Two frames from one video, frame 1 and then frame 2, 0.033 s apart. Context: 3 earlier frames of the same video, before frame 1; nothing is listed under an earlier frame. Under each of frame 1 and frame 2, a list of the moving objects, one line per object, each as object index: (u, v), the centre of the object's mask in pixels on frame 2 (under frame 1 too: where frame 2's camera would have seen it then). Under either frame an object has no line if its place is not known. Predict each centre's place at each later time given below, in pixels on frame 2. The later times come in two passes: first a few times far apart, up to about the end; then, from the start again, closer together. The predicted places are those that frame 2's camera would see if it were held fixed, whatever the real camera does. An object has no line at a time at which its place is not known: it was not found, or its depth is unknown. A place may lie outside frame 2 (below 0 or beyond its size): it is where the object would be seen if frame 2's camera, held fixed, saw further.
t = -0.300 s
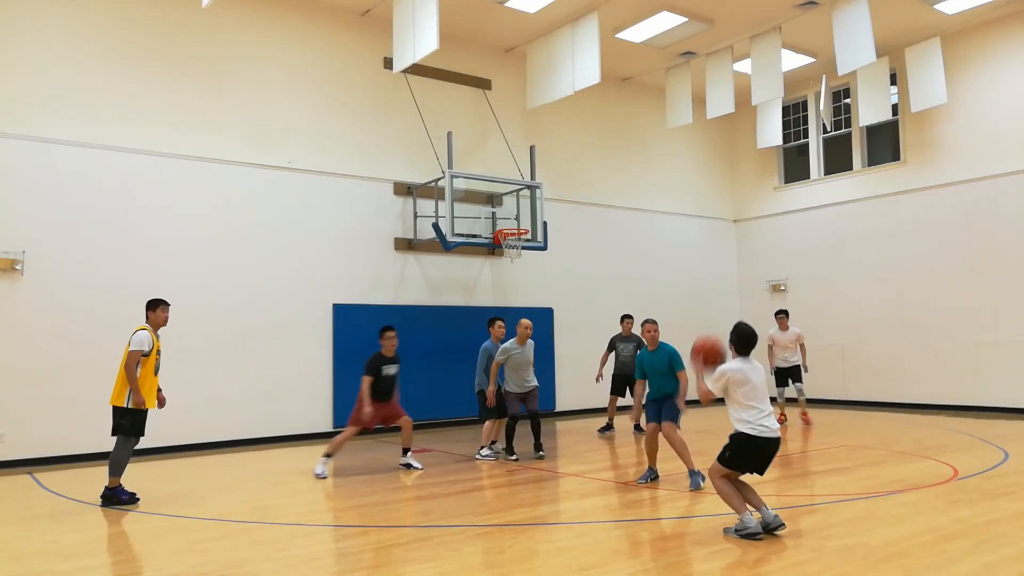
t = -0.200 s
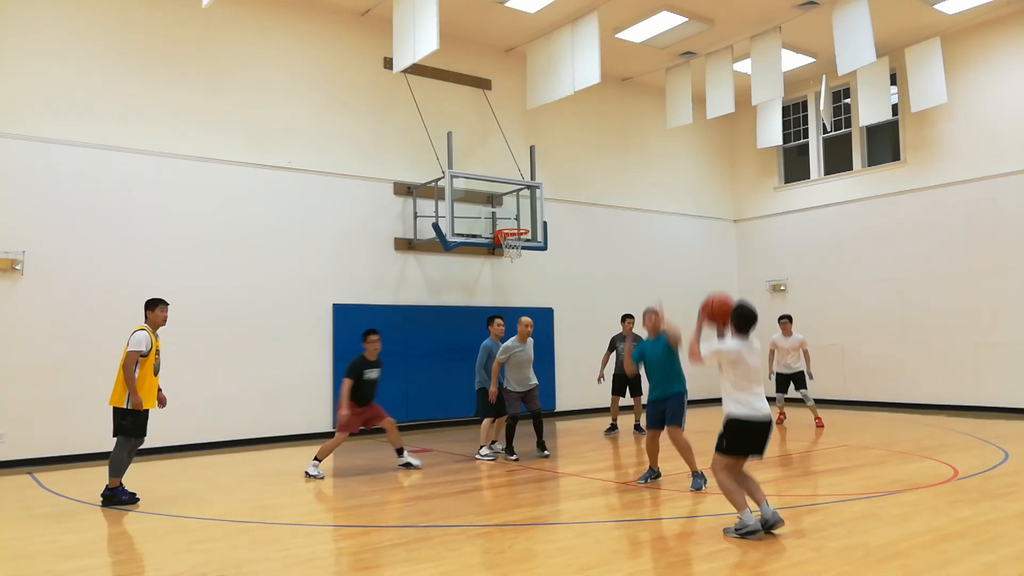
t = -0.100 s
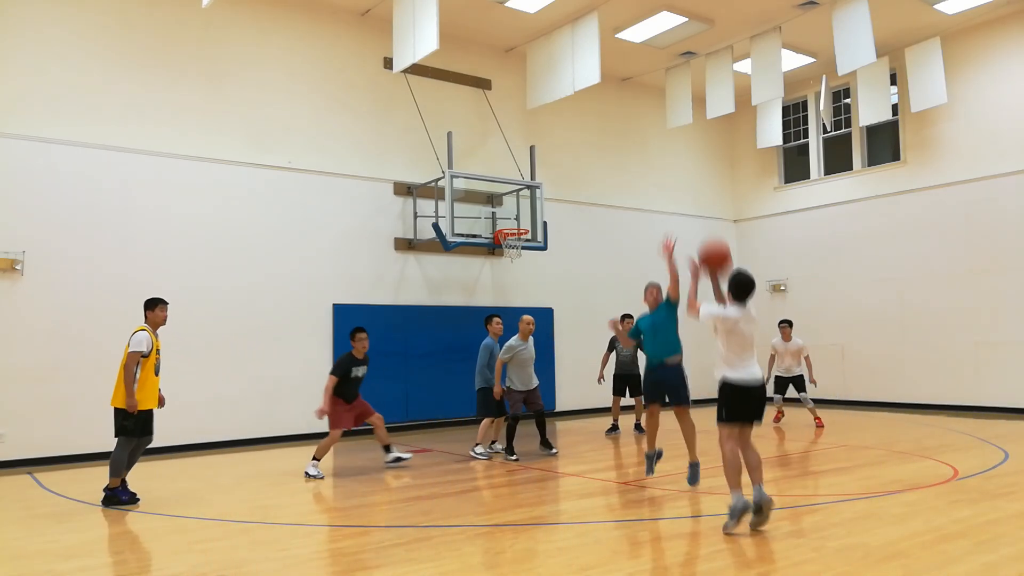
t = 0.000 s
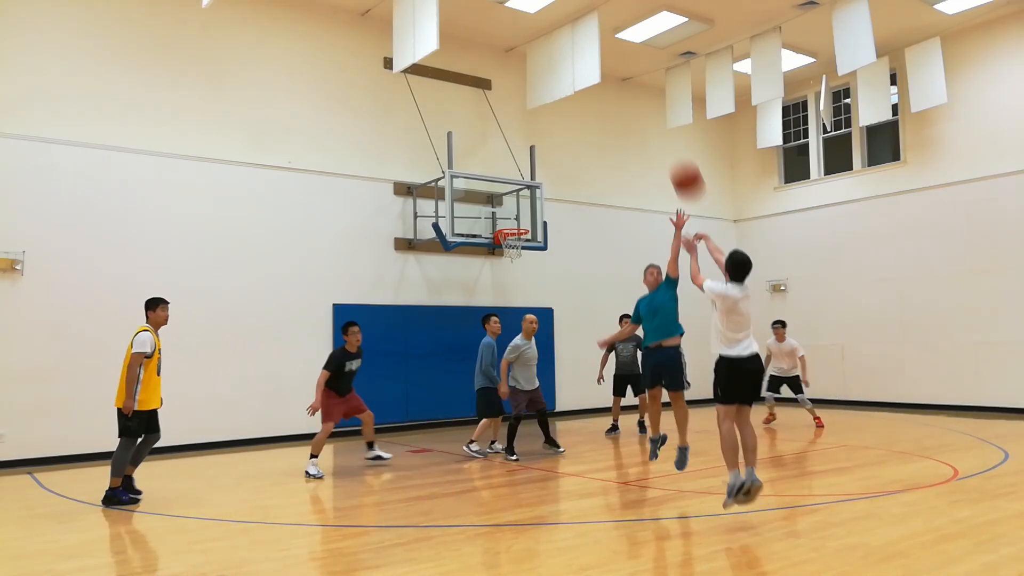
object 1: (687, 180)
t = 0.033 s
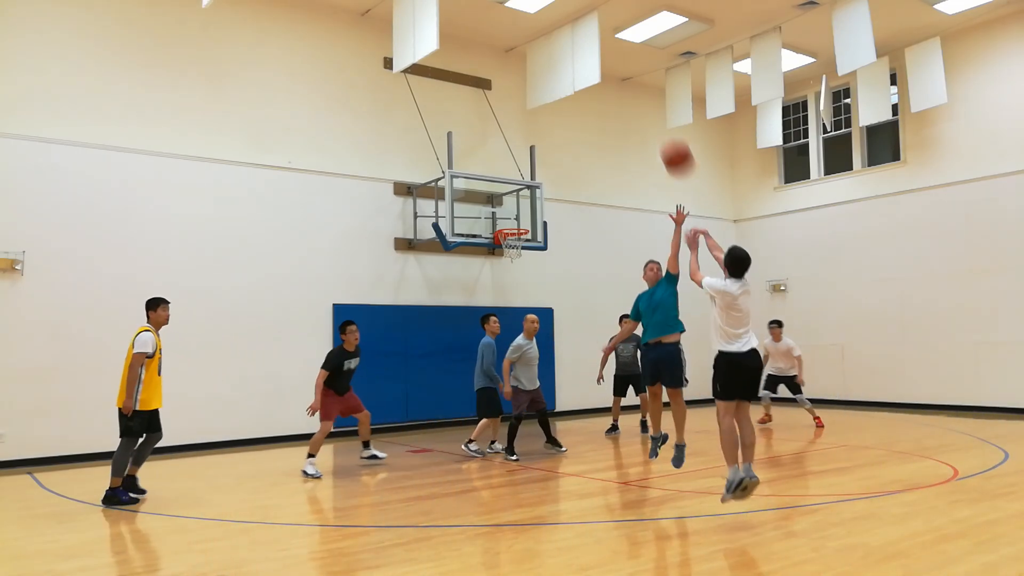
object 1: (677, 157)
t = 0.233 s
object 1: (630, 68)
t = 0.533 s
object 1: (581, 31)
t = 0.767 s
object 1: (553, 57)
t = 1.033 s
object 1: (530, 128)
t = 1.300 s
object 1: (512, 229)
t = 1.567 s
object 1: (504, 340)
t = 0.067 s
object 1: (668, 138)
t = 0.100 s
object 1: (660, 120)
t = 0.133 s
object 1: (652, 105)
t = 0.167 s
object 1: (644, 91)
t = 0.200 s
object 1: (637, 79)
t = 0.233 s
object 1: (630, 68)
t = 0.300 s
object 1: (617, 52)
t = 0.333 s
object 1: (612, 45)
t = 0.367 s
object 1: (606, 39)
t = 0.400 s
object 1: (601, 36)
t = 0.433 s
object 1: (596, 33)
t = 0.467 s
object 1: (591, 31)
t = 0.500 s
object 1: (585, 31)
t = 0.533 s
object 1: (581, 31)
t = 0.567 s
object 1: (576, 33)
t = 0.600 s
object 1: (572, 35)
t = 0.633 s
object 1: (568, 37)
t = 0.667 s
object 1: (564, 41)
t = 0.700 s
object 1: (560, 46)
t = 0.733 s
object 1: (557, 51)
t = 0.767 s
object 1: (553, 57)
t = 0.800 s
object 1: (550, 64)
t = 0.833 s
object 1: (547, 71)
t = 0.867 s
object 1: (544, 79)
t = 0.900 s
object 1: (541, 88)
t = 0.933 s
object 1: (538, 98)
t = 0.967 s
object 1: (535, 107)
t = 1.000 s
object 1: (533, 117)
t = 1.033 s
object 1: (530, 128)
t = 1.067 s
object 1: (527, 139)
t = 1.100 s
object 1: (524, 151)
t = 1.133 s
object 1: (522, 163)
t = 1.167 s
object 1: (520, 175)
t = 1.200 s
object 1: (518, 189)
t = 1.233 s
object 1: (516, 203)
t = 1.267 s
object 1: (514, 216)
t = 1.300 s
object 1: (512, 229)
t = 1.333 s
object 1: (511, 241)
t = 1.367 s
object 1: (510, 254)
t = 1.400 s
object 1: (509, 266)
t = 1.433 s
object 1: (508, 279)
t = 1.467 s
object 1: (507, 292)
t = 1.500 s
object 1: (506, 308)
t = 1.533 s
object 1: (505, 324)
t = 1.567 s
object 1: (504, 340)
